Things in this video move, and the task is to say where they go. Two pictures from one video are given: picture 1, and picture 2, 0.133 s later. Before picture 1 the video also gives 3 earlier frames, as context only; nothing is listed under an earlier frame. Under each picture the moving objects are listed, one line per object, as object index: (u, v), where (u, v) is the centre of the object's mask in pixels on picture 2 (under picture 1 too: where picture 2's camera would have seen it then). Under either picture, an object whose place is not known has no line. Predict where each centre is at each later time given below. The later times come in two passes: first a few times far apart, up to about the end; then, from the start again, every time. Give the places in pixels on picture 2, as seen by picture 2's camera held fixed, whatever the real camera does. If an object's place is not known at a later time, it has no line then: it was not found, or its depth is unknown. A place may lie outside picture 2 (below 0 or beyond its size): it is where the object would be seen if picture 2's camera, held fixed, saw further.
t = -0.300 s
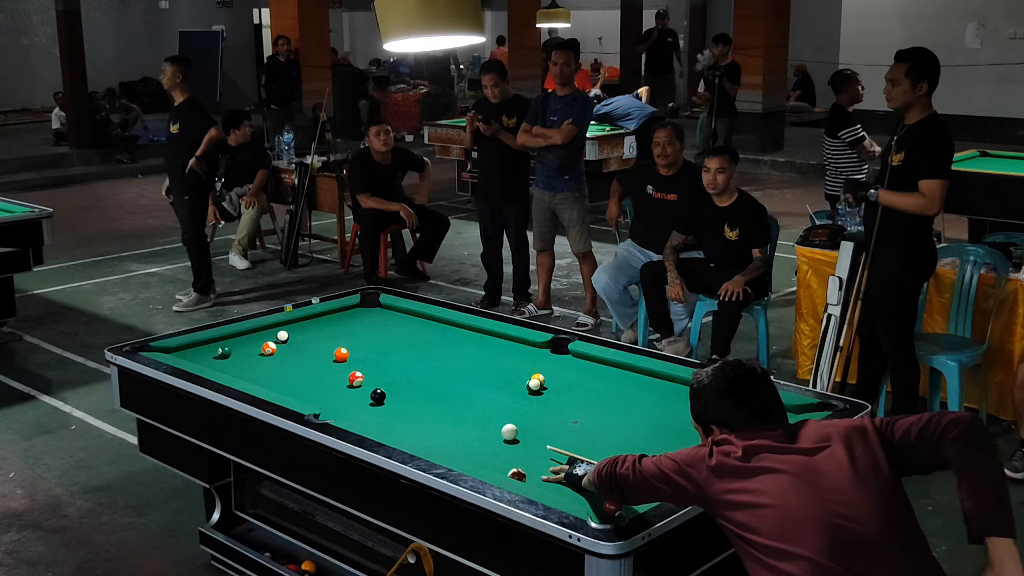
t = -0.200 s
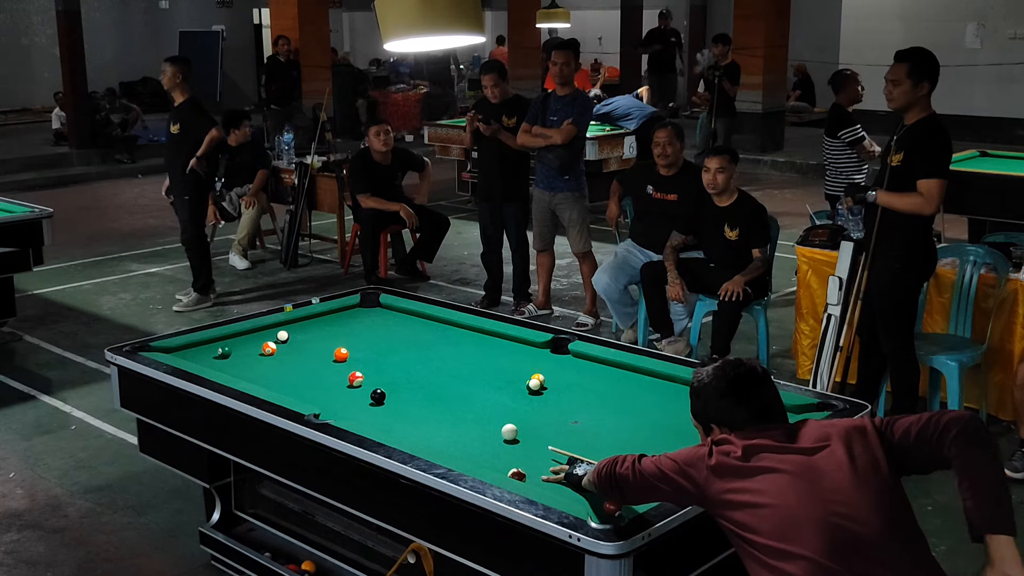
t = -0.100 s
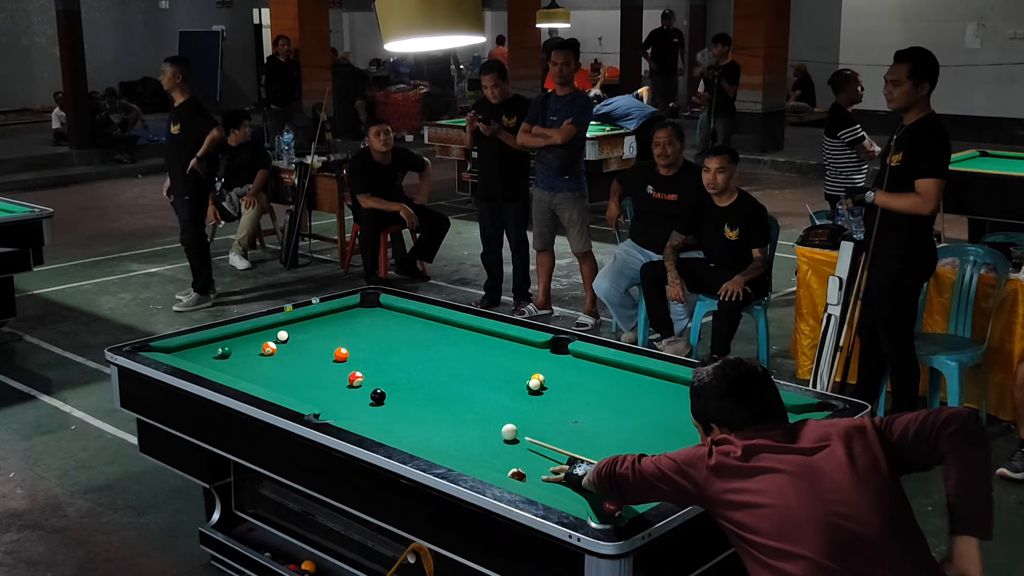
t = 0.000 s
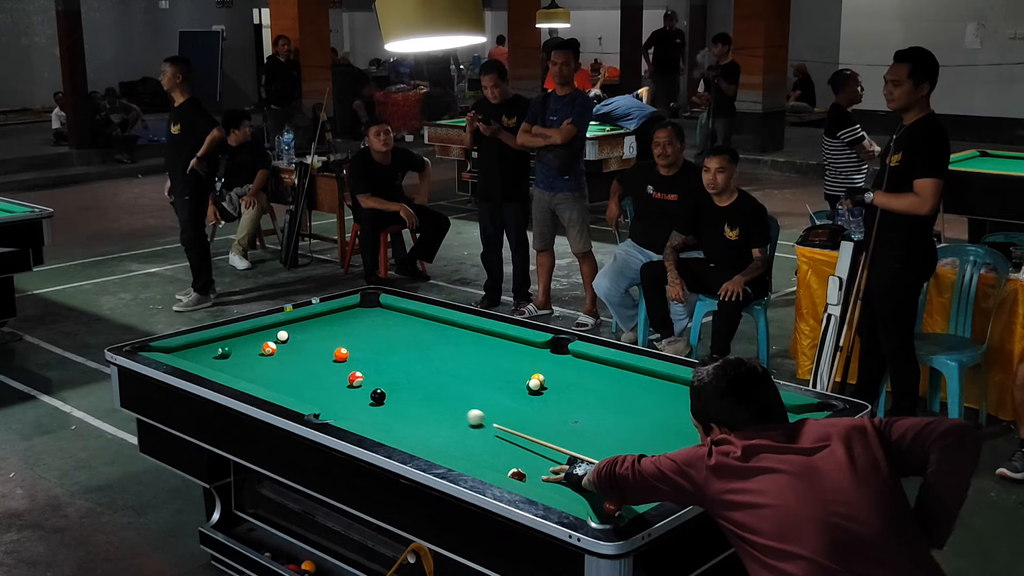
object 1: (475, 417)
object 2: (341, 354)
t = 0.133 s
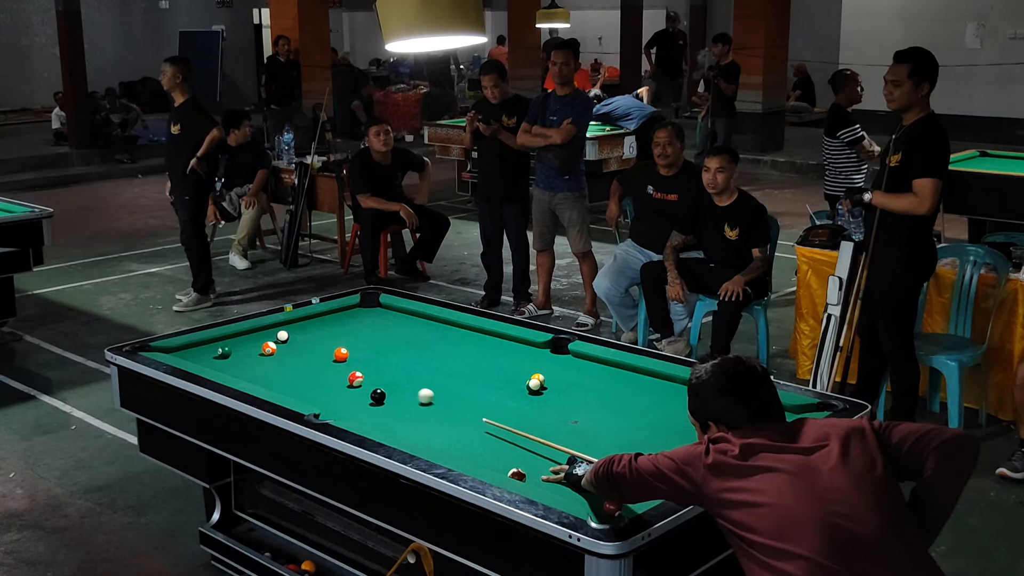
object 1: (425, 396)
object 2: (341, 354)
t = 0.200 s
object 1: (405, 387)
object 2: (341, 354)
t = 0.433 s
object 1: (339, 359)
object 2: (342, 351)
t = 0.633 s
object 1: (277, 354)
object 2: (351, 342)
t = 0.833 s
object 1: (236, 347)
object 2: (359, 332)
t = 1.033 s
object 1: (222, 339)
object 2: (367, 322)
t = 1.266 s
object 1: (235, 342)
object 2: (375, 313)
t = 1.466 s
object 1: (247, 345)
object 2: (381, 306)
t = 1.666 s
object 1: (256, 348)
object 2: (365, 306)
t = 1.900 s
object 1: (256, 350)
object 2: (352, 307)
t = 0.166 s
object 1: (415, 391)
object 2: (341, 354)
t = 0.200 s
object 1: (405, 387)
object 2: (341, 354)
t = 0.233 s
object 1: (395, 383)
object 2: (341, 354)
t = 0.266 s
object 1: (385, 379)
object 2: (341, 354)
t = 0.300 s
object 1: (375, 375)
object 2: (341, 354)
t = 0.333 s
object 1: (366, 370)
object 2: (341, 354)
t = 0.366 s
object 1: (357, 366)
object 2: (341, 354)
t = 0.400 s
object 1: (348, 363)
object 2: (340, 354)
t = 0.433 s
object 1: (339, 359)
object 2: (342, 351)
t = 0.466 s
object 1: (329, 358)
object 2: (343, 352)
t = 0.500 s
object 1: (318, 358)
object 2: (345, 349)
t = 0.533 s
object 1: (307, 357)
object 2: (347, 347)
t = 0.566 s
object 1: (297, 356)
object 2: (348, 346)
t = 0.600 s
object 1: (287, 355)
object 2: (350, 344)
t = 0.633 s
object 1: (277, 354)
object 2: (351, 342)
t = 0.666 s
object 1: (267, 353)
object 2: (353, 340)
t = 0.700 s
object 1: (257, 352)
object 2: (354, 338)
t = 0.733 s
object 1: (247, 351)
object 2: (355, 337)
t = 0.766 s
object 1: (239, 350)
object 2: (357, 335)
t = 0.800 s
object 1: (238, 349)
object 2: (358, 333)
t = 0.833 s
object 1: (236, 347)
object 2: (359, 332)
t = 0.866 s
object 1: (234, 346)
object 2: (361, 330)
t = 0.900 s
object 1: (231, 344)
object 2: (362, 328)
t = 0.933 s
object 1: (229, 343)
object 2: (363, 327)
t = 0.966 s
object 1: (227, 342)
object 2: (365, 325)
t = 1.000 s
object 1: (224, 340)
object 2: (366, 324)
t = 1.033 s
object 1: (222, 339)
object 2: (367, 322)
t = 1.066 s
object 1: (222, 339)
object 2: (368, 321)
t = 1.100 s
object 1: (224, 339)
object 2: (370, 319)
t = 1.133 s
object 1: (226, 340)
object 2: (371, 318)
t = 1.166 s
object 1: (228, 340)
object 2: (372, 317)
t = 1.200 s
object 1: (231, 341)
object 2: (373, 316)
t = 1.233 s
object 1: (233, 341)
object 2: (374, 314)
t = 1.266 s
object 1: (235, 342)
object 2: (375, 313)
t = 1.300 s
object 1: (237, 342)
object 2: (376, 312)
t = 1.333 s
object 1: (239, 343)
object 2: (377, 311)
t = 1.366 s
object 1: (241, 344)
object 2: (378, 309)
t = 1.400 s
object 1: (243, 344)
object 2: (379, 308)
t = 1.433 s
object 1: (245, 345)
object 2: (380, 307)
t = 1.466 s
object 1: (247, 345)
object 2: (381, 306)
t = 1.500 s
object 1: (249, 345)
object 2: (379, 306)
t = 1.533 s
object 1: (251, 346)
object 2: (376, 306)
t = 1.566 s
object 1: (252, 347)
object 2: (373, 306)
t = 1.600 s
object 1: (254, 347)
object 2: (371, 306)
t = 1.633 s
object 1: (255, 347)
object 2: (368, 306)
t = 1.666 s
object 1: (256, 348)
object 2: (365, 306)
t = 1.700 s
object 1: (256, 348)
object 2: (363, 306)
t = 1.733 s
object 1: (256, 349)
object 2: (360, 306)
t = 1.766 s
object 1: (256, 349)
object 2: (357, 306)
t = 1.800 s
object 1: (256, 349)
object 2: (355, 306)
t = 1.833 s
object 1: (256, 350)
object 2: (353, 306)
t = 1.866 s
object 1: (256, 350)
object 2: (352, 307)
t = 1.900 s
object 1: (256, 350)
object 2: (352, 307)
